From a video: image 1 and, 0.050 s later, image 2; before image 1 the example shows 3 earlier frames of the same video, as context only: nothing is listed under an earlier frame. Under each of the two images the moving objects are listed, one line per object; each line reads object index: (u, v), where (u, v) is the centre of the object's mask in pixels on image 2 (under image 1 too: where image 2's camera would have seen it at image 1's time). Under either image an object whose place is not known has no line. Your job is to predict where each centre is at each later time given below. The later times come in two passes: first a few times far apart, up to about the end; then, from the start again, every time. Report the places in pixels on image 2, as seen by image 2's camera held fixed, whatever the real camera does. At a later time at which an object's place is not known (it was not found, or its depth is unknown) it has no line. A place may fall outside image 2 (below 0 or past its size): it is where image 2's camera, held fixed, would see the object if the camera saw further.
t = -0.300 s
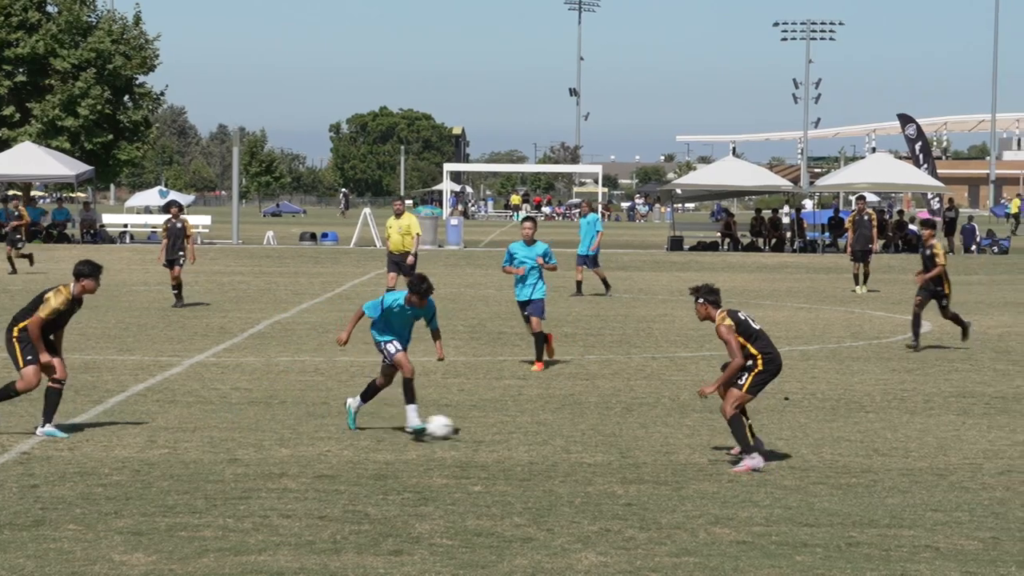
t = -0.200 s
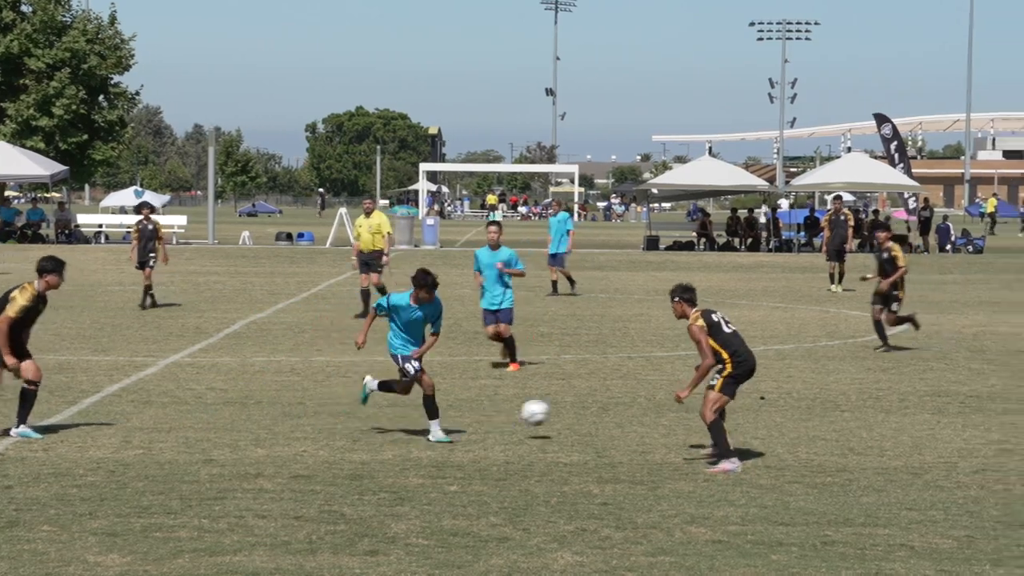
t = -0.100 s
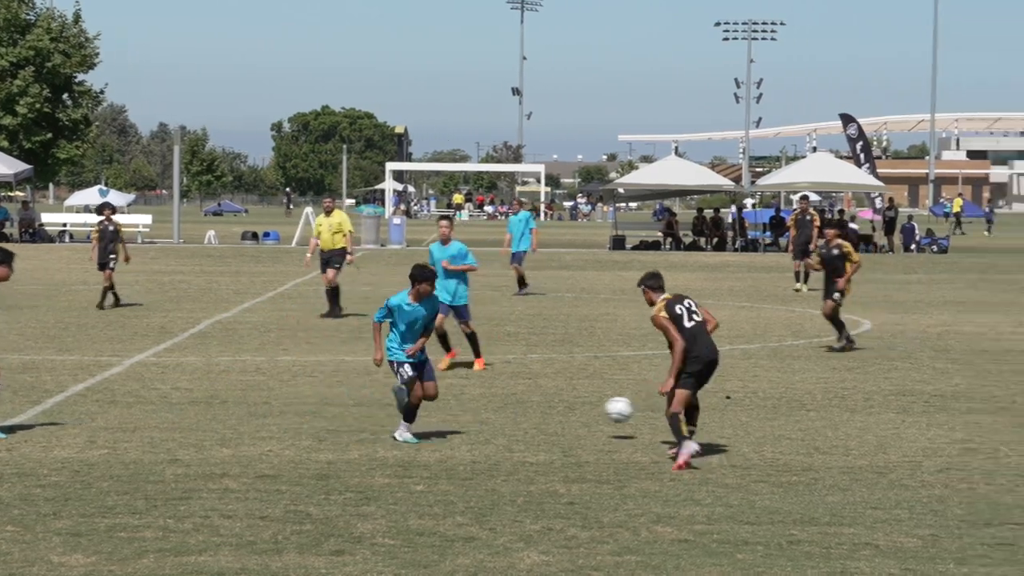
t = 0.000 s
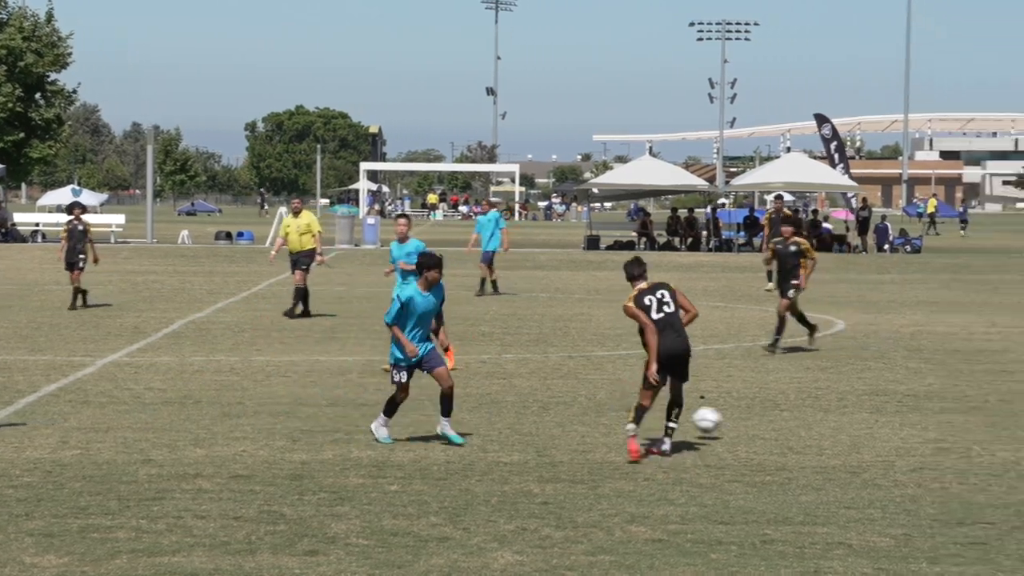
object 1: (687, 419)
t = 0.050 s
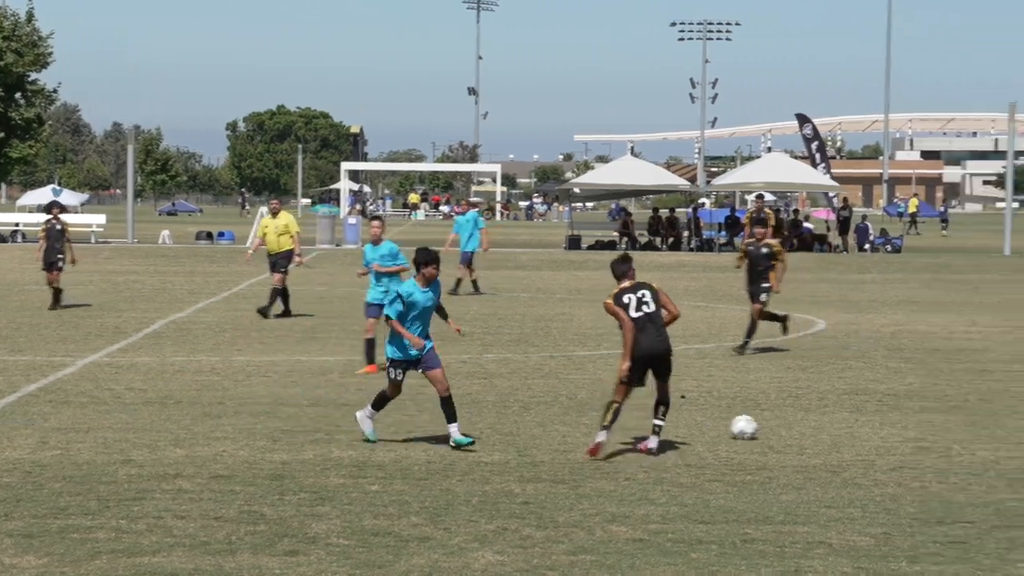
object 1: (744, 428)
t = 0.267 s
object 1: (937, 411)
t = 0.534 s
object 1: (1162, 417)
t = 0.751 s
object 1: (1341, 434)
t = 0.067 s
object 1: (758, 425)
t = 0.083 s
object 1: (773, 422)
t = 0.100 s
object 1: (788, 419)
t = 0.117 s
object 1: (803, 416)
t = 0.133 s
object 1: (818, 414)
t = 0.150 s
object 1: (833, 412)
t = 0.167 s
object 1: (848, 411)
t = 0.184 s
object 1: (863, 411)
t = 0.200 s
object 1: (878, 410)
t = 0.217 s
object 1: (892, 410)
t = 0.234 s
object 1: (907, 409)
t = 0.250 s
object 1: (922, 410)
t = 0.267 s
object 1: (937, 411)
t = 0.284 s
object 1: (952, 412)
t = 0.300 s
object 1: (966, 414)
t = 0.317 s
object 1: (981, 416)
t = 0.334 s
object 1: (995, 418)
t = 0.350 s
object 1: (1010, 421)
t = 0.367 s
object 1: (1025, 425)
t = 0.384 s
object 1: (1039, 428)
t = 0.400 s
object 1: (1053, 429)
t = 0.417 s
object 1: (1066, 427)
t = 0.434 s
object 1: (1080, 424)
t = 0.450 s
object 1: (1094, 422)
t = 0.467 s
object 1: (1108, 419)
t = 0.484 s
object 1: (1122, 419)
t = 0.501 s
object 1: (1135, 418)
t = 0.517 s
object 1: (1149, 417)
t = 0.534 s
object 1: (1162, 417)
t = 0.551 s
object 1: (1176, 418)
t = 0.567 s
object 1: (1190, 418)
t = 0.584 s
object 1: (1203, 419)
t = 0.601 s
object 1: (1217, 420)
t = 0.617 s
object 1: (1231, 422)
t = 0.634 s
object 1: (1245, 424)
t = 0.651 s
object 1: (1258, 427)
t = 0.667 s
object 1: (1272, 430)
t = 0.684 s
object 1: (1286, 433)
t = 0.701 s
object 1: (1300, 437)
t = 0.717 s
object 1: (1314, 437)
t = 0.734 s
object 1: (1327, 436)
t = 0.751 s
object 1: (1341, 434)
